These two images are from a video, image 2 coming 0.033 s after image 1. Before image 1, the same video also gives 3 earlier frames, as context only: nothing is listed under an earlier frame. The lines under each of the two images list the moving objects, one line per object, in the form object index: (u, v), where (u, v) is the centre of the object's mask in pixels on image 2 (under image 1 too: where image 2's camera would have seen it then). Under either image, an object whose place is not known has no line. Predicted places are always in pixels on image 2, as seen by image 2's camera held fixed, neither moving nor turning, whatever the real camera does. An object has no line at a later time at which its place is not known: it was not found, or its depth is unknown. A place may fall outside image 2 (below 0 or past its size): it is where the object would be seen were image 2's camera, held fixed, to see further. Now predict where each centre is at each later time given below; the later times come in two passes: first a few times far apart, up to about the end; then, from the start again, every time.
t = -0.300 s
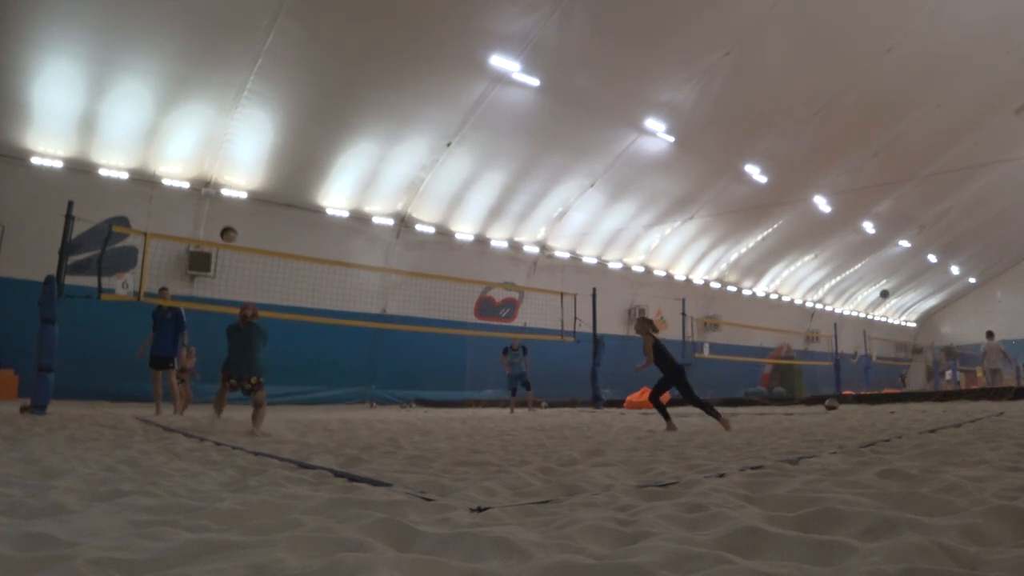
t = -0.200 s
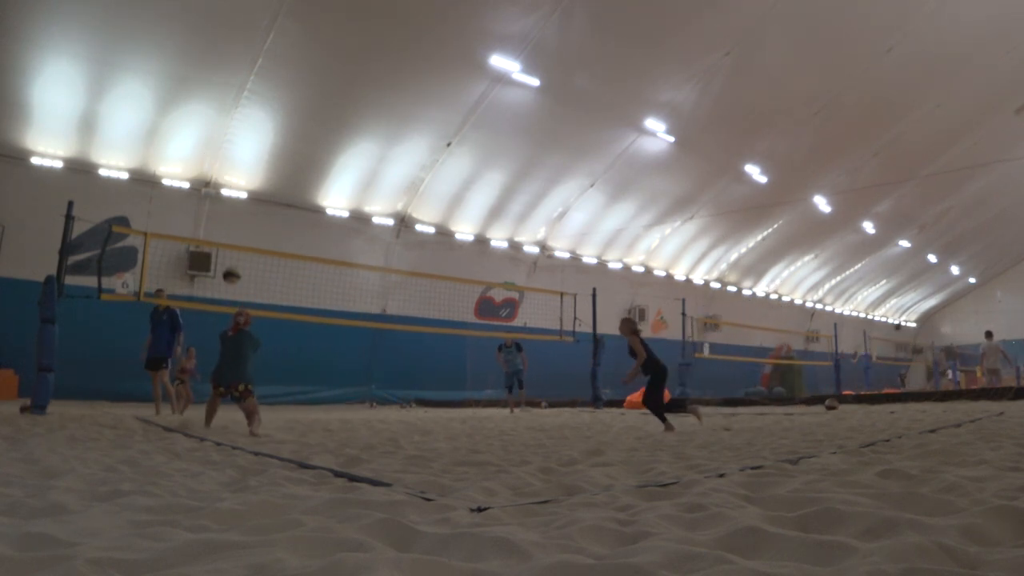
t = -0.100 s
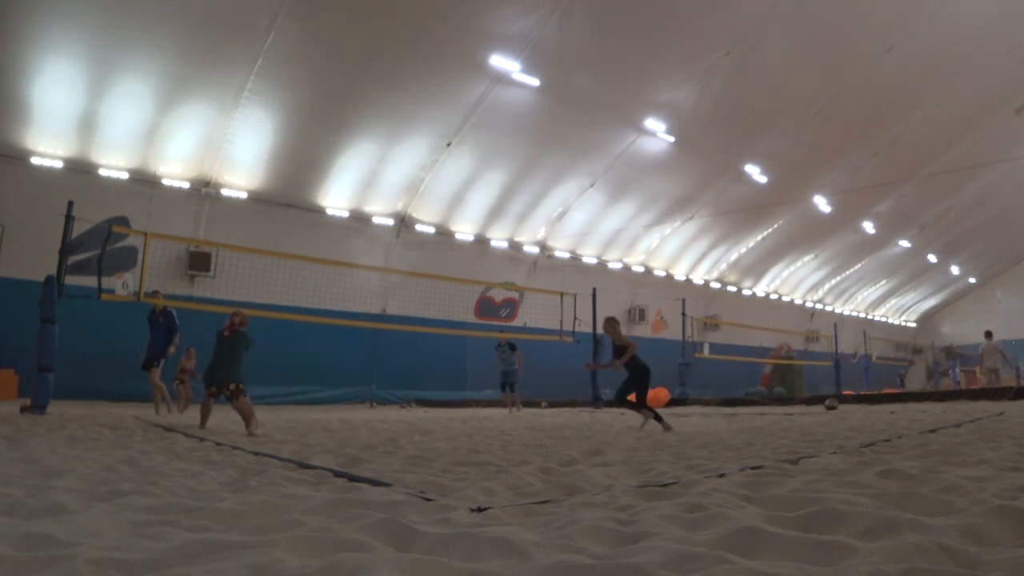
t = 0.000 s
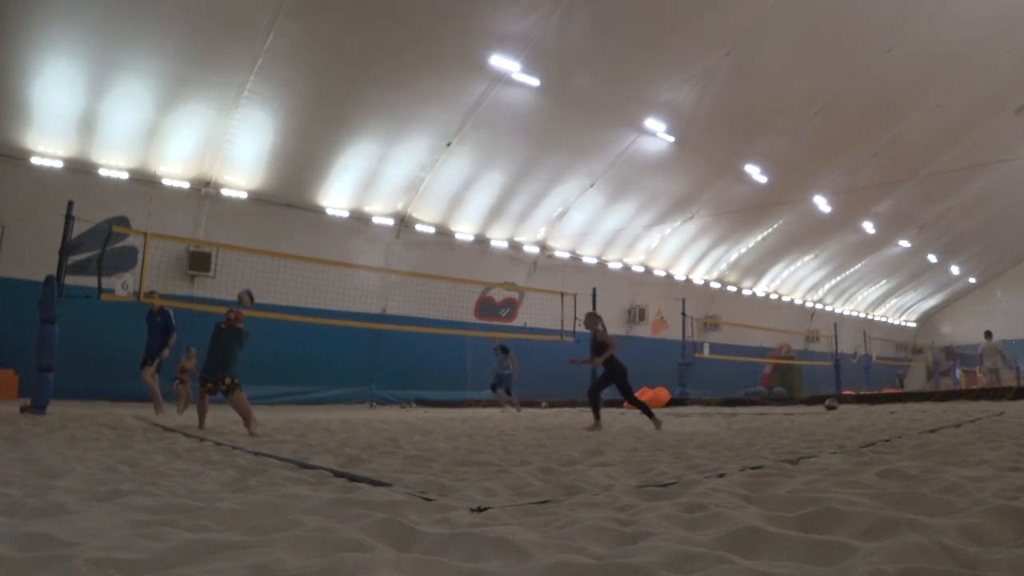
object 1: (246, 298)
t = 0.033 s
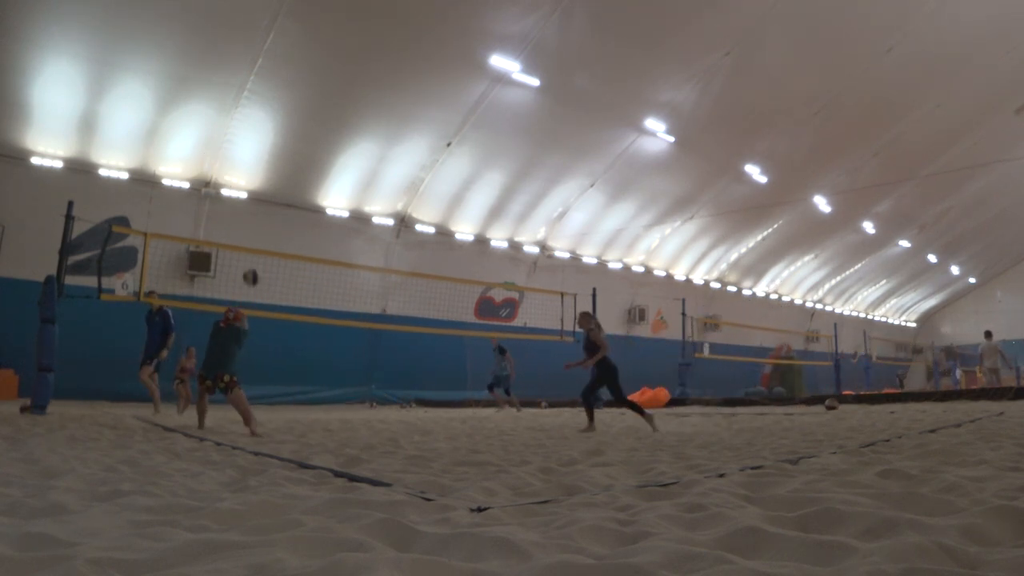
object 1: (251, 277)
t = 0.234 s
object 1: (281, 187)
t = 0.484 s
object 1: (310, 131)
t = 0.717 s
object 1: (330, 121)
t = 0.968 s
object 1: (348, 147)
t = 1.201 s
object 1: (360, 202)
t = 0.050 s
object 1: (254, 268)
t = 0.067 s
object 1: (256, 259)
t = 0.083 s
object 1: (259, 249)
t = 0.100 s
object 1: (262, 241)
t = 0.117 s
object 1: (265, 233)
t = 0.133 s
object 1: (268, 226)
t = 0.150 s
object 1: (270, 218)
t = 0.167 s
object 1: (273, 212)
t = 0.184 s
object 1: (276, 205)
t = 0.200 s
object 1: (277, 199)
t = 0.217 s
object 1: (279, 192)
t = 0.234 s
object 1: (281, 187)
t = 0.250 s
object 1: (283, 181)
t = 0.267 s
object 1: (286, 176)
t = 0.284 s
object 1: (288, 171)
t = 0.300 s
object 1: (290, 166)
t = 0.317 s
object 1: (292, 162)
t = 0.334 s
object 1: (294, 158)
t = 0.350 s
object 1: (296, 154)
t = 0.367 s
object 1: (298, 150)
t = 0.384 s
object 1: (300, 147)
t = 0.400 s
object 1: (302, 144)
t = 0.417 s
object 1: (303, 140)
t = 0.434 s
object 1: (305, 138)
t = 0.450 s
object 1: (306, 135)
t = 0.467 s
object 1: (308, 133)
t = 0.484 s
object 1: (310, 131)
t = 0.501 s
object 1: (311, 129)
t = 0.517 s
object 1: (313, 127)
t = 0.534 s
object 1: (314, 125)
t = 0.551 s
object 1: (316, 124)
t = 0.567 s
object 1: (318, 123)
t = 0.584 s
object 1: (320, 122)
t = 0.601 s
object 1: (321, 121)
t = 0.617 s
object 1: (322, 121)
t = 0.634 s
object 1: (324, 120)
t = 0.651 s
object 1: (325, 120)
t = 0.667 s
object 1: (326, 120)
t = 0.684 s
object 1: (328, 120)
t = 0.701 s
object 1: (329, 120)
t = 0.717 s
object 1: (330, 121)
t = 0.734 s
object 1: (331, 121)
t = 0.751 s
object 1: (333, 122)
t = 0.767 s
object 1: (334, 123)
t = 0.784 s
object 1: (335, 124)
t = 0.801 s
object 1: (336, 126)
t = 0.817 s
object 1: (338, 127)
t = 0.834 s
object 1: (339, 129)
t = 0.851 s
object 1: (340, 130)
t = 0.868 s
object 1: (341, 132)
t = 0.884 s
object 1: (342, 134)
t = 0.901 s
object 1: (343, 137)
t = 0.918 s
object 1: (344, 139)
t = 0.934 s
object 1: (345, 141)
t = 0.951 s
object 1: (346, 144)
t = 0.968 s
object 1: (348, 147)
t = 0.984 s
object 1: (348, 150)
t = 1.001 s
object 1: (349, 153)
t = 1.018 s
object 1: (350, 156)
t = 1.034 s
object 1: (351, 160)
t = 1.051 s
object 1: (352, 163)
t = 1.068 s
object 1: (354, 167)
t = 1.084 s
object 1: (355, 171)
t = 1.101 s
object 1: (355, 175)
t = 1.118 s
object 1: (356, 180)
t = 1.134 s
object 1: (357, 184)
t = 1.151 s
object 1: (358, 188)
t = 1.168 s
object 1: (359, 193)
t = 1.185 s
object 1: (360, 197)
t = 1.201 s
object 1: (360, 202)
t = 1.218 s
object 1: (361, 208)
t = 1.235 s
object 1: (362, 213)
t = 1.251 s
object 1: (363, 218)
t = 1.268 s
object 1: (363, 223)
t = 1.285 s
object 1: (364, 229)
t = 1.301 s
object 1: (364, 235)
